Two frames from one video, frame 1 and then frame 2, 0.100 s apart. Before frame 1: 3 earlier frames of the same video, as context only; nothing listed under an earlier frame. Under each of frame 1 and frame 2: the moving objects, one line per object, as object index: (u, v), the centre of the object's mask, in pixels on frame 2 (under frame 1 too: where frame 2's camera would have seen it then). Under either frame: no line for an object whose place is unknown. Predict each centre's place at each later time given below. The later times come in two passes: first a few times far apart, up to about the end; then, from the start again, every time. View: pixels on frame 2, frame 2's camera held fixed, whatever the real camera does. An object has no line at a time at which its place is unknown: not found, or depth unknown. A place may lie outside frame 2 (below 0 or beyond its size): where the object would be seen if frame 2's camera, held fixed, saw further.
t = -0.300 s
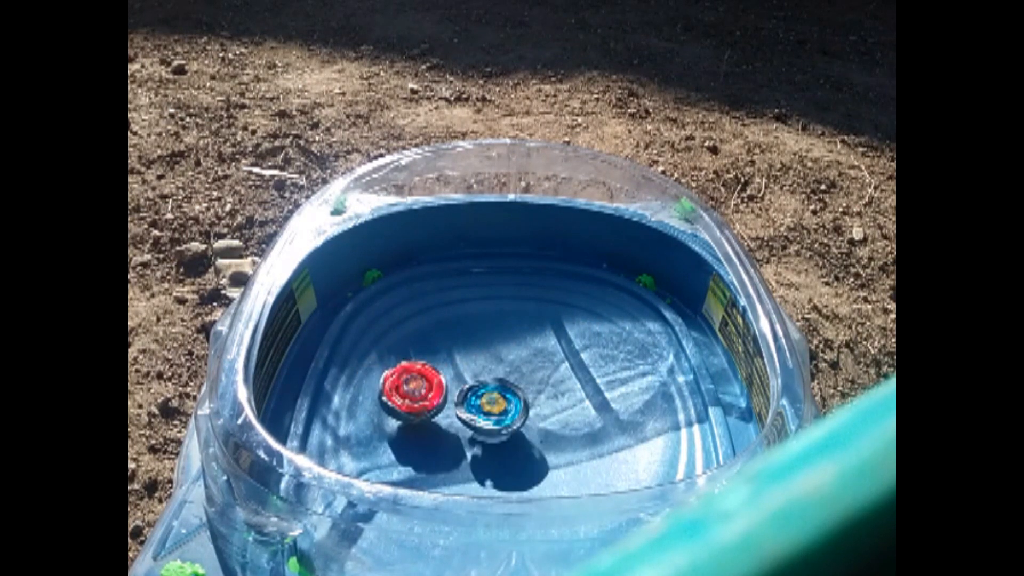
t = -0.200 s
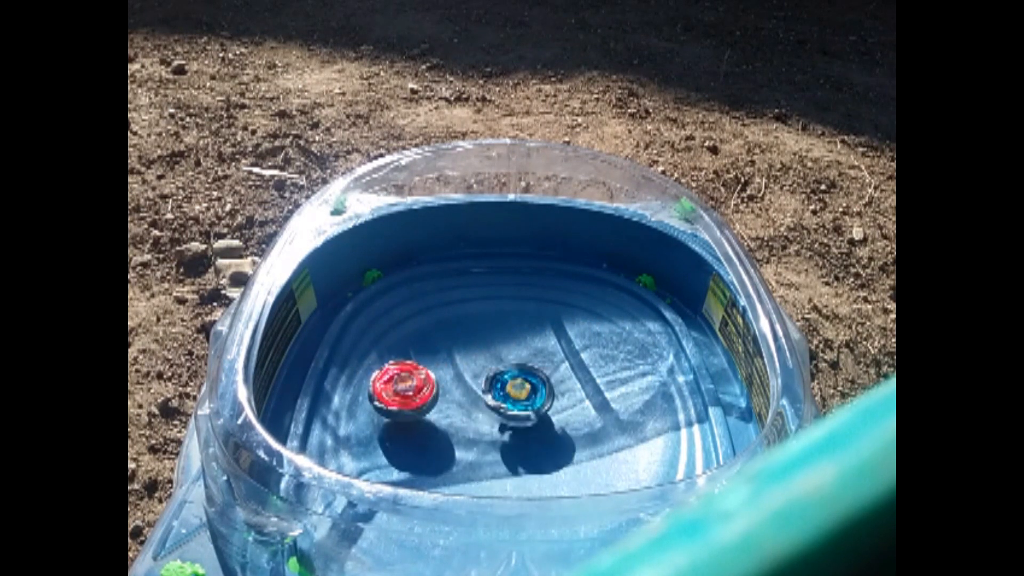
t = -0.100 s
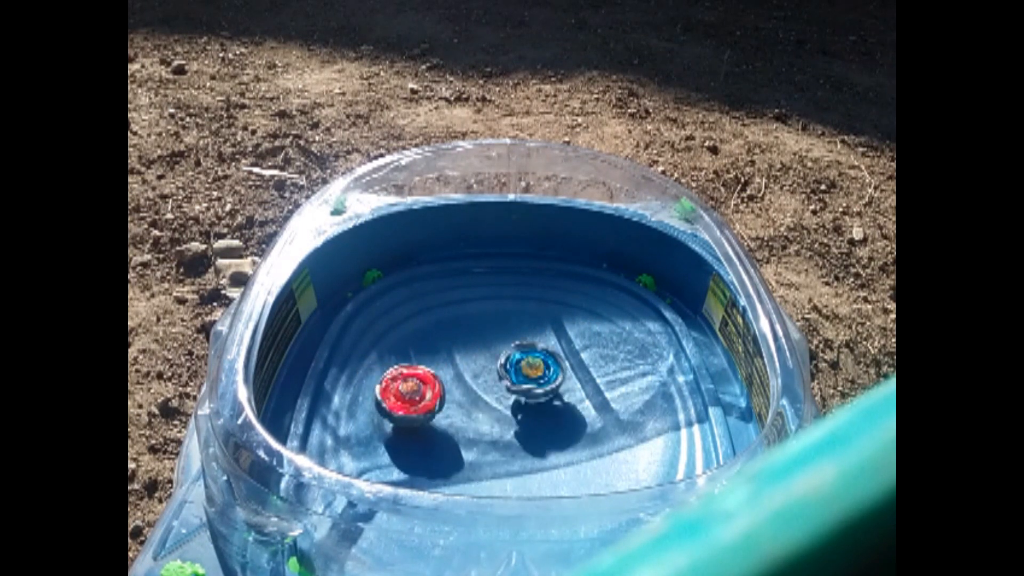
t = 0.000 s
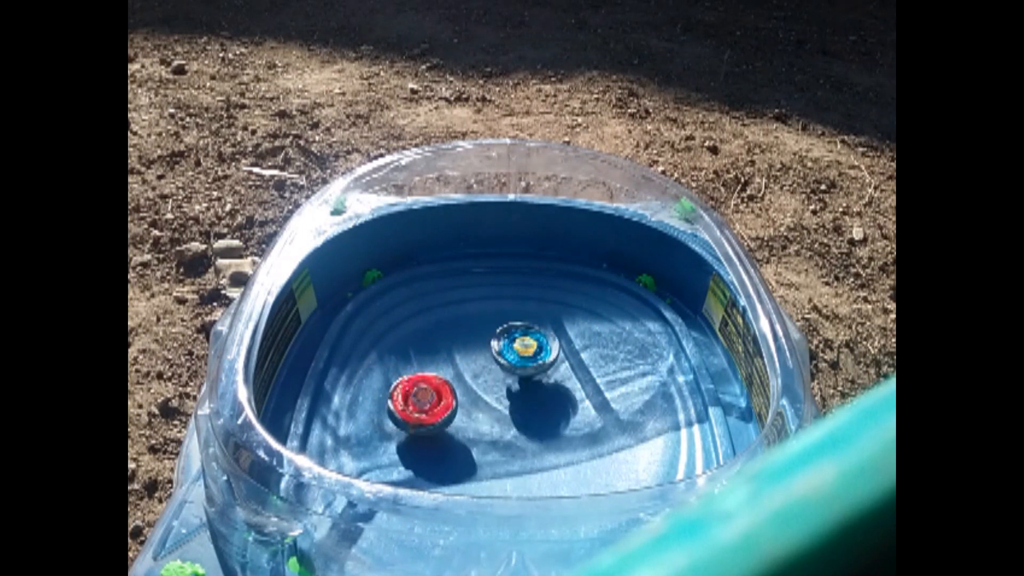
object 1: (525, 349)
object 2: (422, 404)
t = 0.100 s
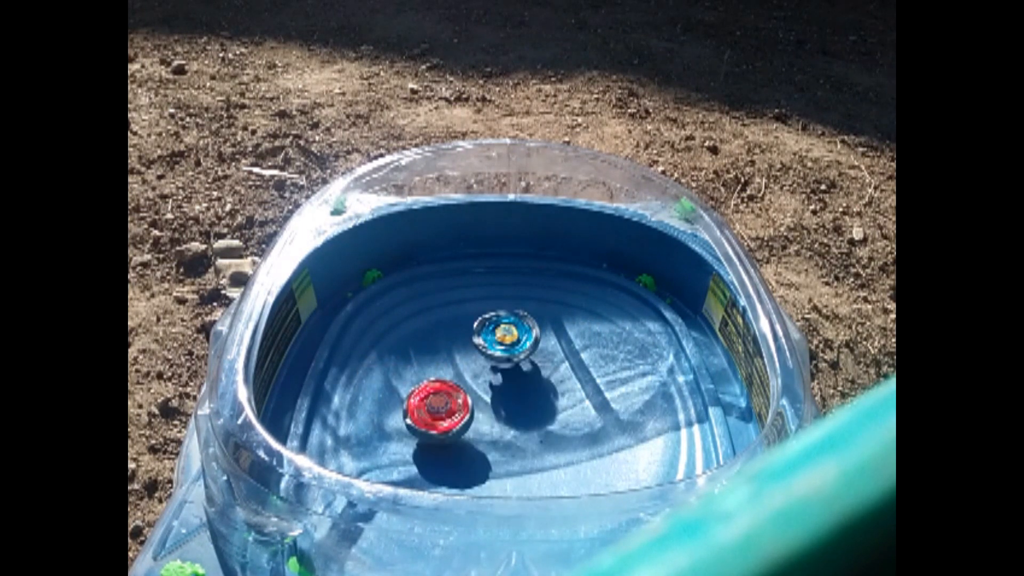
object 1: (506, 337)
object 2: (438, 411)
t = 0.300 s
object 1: (466, 359)
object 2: (473, 425)
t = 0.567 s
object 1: (456, 330)
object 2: (545, 536)
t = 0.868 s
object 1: (496, 383)
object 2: (557, 554)
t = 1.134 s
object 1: (573, 360)
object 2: (514, 558)
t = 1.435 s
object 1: (533, 346)
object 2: (501, 532)
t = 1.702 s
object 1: (533, 383)
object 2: (518, 480)
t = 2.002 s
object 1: (510, 272)
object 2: (481, 531)
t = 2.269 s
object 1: (468, 281)
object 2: (476, 351)
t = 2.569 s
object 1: (491, 258)
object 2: (400, 348)
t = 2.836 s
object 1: (529, 261)
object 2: (415, 371)
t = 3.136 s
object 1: (544, 293)
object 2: (570, 390)
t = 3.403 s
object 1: (510, 369)
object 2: (572, 389)
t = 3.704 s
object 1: (503, 459)
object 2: (572, 422)
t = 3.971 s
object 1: (544, 482)
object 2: (559, 406)
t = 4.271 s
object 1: (530, 444)
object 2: (570, 397)
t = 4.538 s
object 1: (440, 428)
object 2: (590, 341)
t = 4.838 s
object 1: (394, 404)
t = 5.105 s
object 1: (431, 381)
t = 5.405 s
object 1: (480, 341)
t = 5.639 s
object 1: (513, 325)
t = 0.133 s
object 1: (498, 337)
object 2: (444, 414)
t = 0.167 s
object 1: (490, 337)
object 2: (450, 416)
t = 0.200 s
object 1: (483, 340)
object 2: (455, 419)
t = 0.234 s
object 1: (475, 344)
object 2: (461, 422)
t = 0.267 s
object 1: (469, 352)
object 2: (467, 423)
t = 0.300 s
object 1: (466, 359)
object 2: (473, 425)
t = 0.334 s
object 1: (465, 367)
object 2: (479, 427)
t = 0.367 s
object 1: (466, 366)
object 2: (487, 446)
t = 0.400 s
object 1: (467, 350)
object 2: (497, 470)
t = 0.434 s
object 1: (469, 337)
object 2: (511, 482)
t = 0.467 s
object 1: (469, 332)
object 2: (519, 516)
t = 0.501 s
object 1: (468, 329)
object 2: (531, 526)
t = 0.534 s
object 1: (462, 328)
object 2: (539, 530)
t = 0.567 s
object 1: (456, 330)
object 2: (545, 536)
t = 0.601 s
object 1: (451, 333)
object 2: (548, 540)
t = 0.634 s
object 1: (448, 339)
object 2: (553, 542)
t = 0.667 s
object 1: (446, 347)
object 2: (556, 544)
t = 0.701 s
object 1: (450, 357)
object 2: (558, 546)
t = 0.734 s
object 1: (455, 361)
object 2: (559, 550)
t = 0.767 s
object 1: (462, 370)
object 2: (560, 551)
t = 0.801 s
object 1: (473, 375)
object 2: (563, 551)
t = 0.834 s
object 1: (484, 380)
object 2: (561, 552)
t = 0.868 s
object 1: (496, 383)
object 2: (557, 554)
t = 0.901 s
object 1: (509, 385)
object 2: (553, 556)
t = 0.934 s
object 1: (522, 383)
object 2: (546, 557)
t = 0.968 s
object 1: (534, 382)
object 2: (543, 558)
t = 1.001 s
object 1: (544, 380)
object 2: (540, 558)
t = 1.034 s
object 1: (554, 375)
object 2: (536, 558)
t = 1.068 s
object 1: (561, 371)
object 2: (530, 558)
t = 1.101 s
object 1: (567, 365)
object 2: (522, 558)
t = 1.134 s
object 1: (573, 360)
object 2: (514, 558)
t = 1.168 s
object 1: (576, 354)
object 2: (508, 557)
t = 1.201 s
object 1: (577, 349)
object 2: (502, 555)
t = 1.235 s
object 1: (575, 343)
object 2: (499, 554)
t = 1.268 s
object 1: (571, 338)
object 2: (500, 552)
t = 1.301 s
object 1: (565, 336)
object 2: (499, 551)
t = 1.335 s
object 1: (557, 335)
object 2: (497, 546)
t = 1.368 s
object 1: (549, 337)
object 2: (499, 543)
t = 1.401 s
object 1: (540, 339)
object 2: (501, 537)
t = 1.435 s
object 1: (533, 346)
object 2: (501, 532)
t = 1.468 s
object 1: (527, 352)
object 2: (505, 529)
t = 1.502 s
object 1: (523, 361)
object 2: (509, 526)
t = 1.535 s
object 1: (519, 368)
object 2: (515, 522)
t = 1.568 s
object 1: (518, 379)
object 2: (520, 517)
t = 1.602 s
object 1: (518, 388)
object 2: (525, 492)
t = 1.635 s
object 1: (520, 397)
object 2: (525, 473)
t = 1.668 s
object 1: (523, 404)
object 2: (529, 465)
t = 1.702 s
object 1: (533, 383)
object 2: (518, 480)
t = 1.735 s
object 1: (541, 352)
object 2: (514, 532)
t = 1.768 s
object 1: (547, 325)
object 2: (500, 547)
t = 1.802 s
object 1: (547, 306)
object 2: (489, 552)
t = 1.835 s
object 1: (544, 293)
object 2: (481, 558)
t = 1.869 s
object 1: (541, 285)
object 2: (477, 554)
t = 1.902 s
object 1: (534, 280)
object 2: (471, 552)
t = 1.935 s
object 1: (524, 277)
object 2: (472, 546)
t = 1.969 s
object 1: (515, 274)
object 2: (476, 539)
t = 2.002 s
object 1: (510, 272)
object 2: (481, 531)
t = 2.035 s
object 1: (506, 270)
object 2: (477, 499)
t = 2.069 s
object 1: (500, 267)
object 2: (479, 476)
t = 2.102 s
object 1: (491, 270)
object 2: (484, 463)
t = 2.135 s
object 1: (482, 271)
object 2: (486, 442)
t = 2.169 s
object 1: (477, 273)
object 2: (486, 419)
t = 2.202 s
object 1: (474, 275)
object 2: (483, 396)
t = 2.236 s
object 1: (473, 277)
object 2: (480, 374)
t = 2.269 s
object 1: (468, 281)
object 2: (476, 351)
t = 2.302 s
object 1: (464, 286)
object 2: (468, 336)
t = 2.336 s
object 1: (469, 273)
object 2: (455, 323)
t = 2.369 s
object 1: (474, 267)
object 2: (442, 329)
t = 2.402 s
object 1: (477, 259)
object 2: (427, 344)
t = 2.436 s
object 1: (479, 259)
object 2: (416, 341)
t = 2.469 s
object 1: (482, 261)
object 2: (406, 347)
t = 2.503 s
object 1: (484, 261)
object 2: (402, 348)
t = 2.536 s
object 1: (487, 260)
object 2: (401, 348)
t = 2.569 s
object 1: (491, 258)
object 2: (400, 348)
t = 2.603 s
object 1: (495, 259)
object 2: (400, 350)
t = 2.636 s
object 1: (499, 259)
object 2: (400, 352)
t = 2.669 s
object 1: (504, 260)
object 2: (400, 353)
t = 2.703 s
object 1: (508, 259)
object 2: (401, 354)
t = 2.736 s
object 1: (514, 259)
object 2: (402, 357)
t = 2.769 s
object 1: (519, 260)
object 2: (402, 360)
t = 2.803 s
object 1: (525, 261)
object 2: (407, 365)
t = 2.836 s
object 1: (529, 261)
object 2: (415, 371)
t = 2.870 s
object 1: (535, 264)
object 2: (426, 377)
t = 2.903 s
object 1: (539, 265)
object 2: (442, 384)
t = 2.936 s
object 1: (542, 269)
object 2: (461, 390)
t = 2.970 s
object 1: (542, 272)
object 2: (481, 394)
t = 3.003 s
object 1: (543, 276)
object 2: (502, 398)
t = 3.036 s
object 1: (545, 279)
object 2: (523, 399)
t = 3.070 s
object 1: (546, 283)
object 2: (543, 397)
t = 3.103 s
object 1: (544, 289)
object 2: (558, 392)
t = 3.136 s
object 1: (544, 293)
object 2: (570, 390)
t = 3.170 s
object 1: (545, 300)
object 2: (578, 385)
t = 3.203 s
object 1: (540, 306)
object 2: (581, 381)
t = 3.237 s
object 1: (533, 316)
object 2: (584, 379)
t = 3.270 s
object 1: (524, 325)
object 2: (586, 380)
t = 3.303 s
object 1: (519, 336)
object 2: (587, 382)
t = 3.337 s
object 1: (515, 347)
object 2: (585, 385)
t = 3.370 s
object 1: (513, 358)
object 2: (579, 387)
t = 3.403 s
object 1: (510, 369)
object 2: (572, 389)
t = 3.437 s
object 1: (510, 381)
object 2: (565, 392)
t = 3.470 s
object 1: (504, 392)
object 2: (564, 394)
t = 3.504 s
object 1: (499, 401)
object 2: (562, 399)
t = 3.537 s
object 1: (498, 413)
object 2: (561, 404)
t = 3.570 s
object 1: (498, 421)
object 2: (561, 409)
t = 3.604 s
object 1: (499, 432)
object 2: (562, 416)
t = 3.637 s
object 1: (498, 441)
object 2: (565, 419)
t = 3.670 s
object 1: (501, 450)
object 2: (569, 421)
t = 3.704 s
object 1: (503, 459)
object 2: (572, 422)
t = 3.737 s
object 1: (506, 465)
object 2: (573, 422)
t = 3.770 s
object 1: (509, 469)
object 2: (572, 422)
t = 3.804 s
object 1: (512, 473)
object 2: (569, 422)
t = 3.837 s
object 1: (516, 476)
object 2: (565, 421)
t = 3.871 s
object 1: (523, 478)
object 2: (561, 419)
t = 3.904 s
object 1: (528, 480)
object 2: (558, 414)
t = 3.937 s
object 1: (535, 481)
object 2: (557, 410)
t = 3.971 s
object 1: (544, 482)
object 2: (559, 406)
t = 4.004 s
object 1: (549, 481)
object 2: (560, 404)
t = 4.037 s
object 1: (555, 479)
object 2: (563, 402)
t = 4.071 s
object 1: (560, 476)
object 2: (566, 400)
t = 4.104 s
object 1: (561, 472)
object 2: (569, 400)
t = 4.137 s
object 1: (559, 467)
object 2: (572, 400)
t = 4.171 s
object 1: (555, 462)
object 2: (572, 400)
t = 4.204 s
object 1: (550, 455)
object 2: (572, 400)
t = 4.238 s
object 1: (542, 448)
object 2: (570, 400)
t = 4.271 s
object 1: (530, 444)
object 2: (570, 397)
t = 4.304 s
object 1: (513, 445)
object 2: (575, 380)
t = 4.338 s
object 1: (500, 443)
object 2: (579, 366)
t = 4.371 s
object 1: (489, 441)
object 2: (584, 359)
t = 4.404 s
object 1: (479, 439)
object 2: (585, 353)
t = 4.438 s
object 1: (468, 436)
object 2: (587, 346)
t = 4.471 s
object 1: (458, 433)
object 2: (590, 343)
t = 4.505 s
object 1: (449, 430)
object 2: (590, 341)
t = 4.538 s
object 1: (440, 428)
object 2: (590, 341)
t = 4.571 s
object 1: (431, 423)
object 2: (585, 343)
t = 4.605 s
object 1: (423, 422)
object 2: (581, 347)
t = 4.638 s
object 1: (415, 419)
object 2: (572, 361)
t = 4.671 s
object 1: (408, 416)
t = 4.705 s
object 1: (403, 414)
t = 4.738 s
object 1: (398, 411)
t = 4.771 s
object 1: (394, 409)
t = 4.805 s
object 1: (393, 406)
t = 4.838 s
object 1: (394, 404)
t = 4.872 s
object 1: (395, 402)
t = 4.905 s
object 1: (398, 401)
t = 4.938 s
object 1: (403, 399)
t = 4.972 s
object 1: (408, 396)
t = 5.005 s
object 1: (414, 393)
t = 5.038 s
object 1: (420, 390)
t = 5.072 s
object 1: (425, 385)
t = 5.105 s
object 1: (431, 381)
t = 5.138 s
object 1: (437, 376)
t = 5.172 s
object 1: (443, 372)
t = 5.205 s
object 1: (450, 367)
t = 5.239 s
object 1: (454, 361)
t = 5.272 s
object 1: (459, 356)
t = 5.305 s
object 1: (463, 352)
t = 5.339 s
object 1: (469, 348)
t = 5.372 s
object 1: (475, 344)
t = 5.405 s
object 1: (480, 341)
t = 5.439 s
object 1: (484, 336)
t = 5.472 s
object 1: (489, 334)
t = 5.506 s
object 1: (494, 331)
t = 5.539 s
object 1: (499, 329)
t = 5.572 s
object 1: (504, 327)
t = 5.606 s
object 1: (509, 326)
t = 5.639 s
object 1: (513, 325)
